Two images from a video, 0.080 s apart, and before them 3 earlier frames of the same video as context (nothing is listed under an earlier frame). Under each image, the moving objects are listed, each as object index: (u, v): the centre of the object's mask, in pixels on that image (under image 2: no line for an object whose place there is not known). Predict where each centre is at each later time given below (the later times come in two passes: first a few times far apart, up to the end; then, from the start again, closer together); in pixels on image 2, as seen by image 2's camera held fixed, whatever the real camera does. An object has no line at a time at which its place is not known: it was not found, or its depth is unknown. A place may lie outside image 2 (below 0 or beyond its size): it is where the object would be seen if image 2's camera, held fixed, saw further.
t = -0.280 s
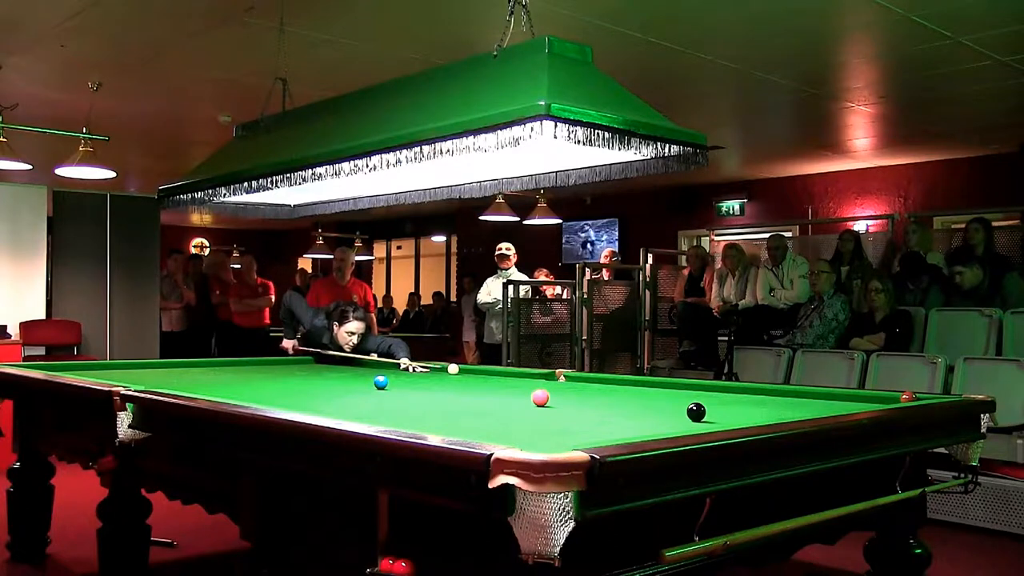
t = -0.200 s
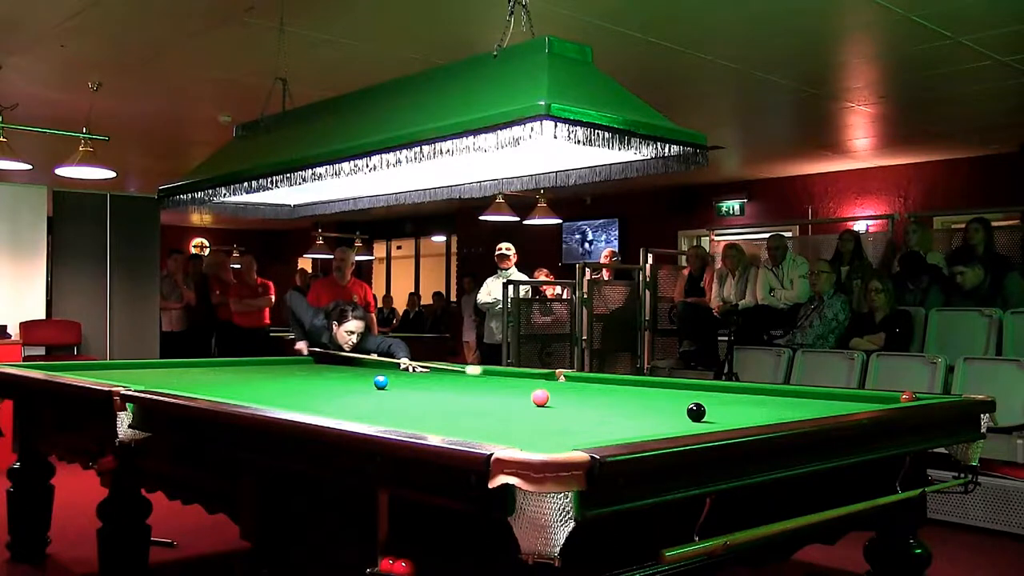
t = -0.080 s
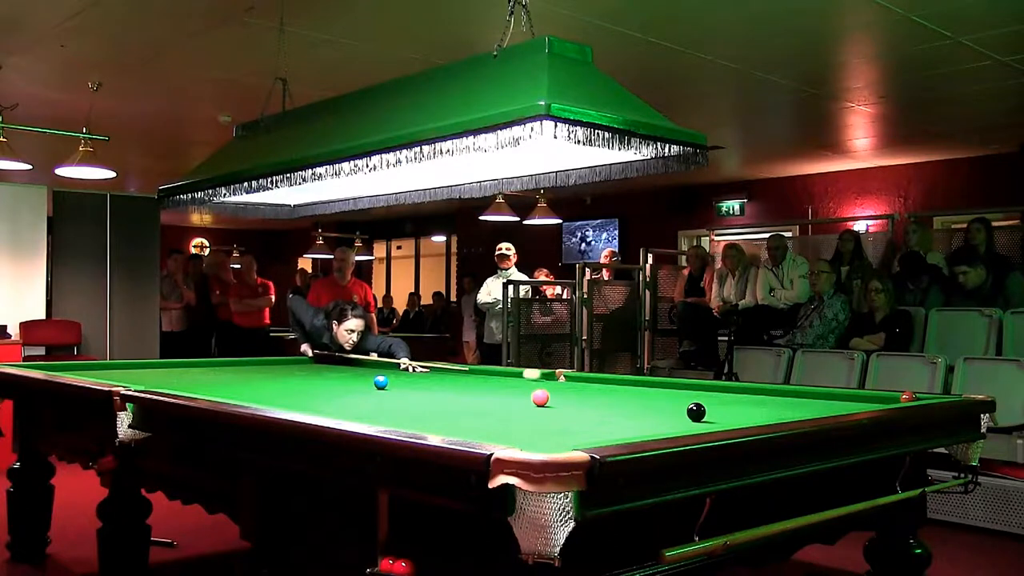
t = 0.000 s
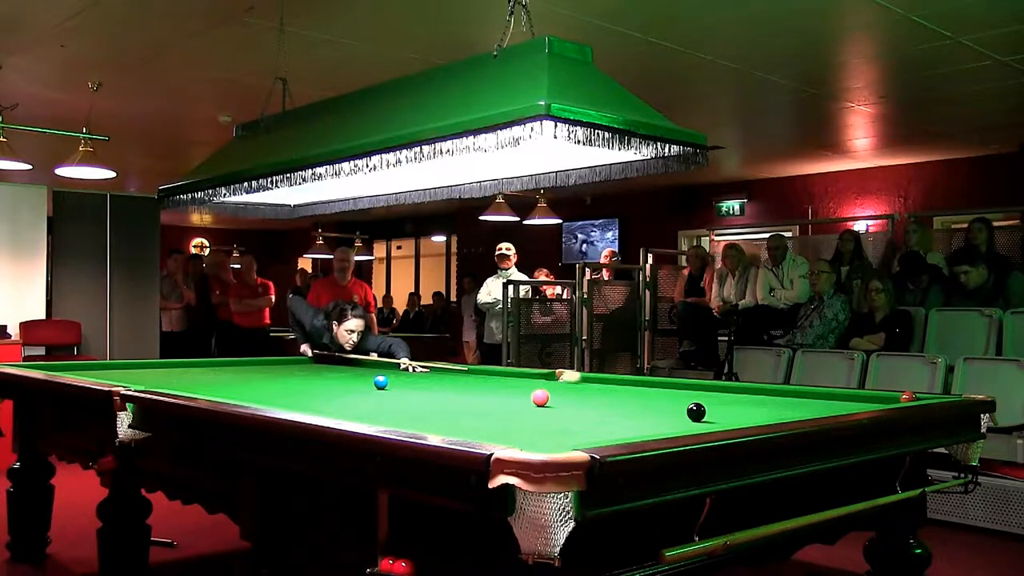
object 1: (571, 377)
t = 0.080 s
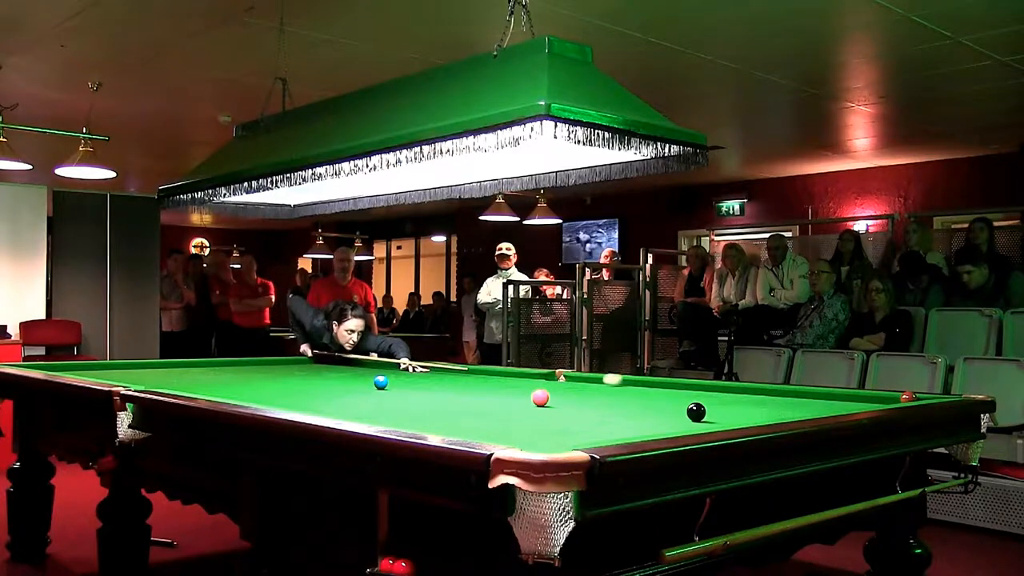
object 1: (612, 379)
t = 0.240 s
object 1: (704, 385)
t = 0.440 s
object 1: (839, 394)
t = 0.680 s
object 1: (903, 398)
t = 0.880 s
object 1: (924, 397)
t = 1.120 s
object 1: (896, 398)
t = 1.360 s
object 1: (870, 397)
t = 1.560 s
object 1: (851, 395)
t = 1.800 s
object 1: (829, 394)
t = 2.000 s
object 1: (812, 393)
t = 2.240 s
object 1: (794, 392)
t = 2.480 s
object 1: (778, 391)
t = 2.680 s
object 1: (765, 390)
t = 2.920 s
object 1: (753, 389)
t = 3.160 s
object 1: (741, 389)
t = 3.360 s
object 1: (734, 388)
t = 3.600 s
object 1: (725, 388)
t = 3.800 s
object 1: (719, 387)
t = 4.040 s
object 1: (713, 387)
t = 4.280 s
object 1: (708, 387)
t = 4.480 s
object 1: (705, 387)
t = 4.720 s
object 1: (703, 386)
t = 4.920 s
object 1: (702, 386)
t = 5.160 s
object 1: (702, 386)
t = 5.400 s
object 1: (702, 386)
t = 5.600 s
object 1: (702, 386)
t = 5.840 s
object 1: (702, 386)
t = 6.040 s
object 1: (702, 386)
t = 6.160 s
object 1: (702, 386)
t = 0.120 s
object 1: (633, 381)
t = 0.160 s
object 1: (656, 382)
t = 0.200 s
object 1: (680, 384)
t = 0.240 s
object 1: (704, 385)
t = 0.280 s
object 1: (729, 387)
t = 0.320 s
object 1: (756, 388)
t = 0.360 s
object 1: (782, 390)
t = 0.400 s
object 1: (810, 392)
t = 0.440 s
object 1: (839, 394)
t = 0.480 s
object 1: (869, 396)
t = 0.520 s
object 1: (892, 397)
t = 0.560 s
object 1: (893, 398)
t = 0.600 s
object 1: (895, 398)
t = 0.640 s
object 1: (898, 398)
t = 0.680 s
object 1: (903, 398)
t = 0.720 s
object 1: (909, 398)
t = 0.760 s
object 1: (916, 397)
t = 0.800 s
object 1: (924, 397)
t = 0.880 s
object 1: (924, 397)
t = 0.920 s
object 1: (919, 398)
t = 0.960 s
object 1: (914, 398)
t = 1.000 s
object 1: (910, 398)
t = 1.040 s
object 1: (905, 398)
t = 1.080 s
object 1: (900, 398)
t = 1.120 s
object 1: (896, 398)
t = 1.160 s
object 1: (891, 398)
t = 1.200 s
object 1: (887, 397)
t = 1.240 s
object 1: (883, 397)
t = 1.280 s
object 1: (878, 397)
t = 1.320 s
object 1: (874, 397)
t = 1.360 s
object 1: (870, 397)
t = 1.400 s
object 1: (866, 396)
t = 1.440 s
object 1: (863, 396)
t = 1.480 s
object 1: (859, 396)
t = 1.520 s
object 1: (855, 395)
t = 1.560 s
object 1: (851, 395)
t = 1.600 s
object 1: (847, 395)
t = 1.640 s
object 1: (843, 395)
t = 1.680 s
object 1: (840, 395)
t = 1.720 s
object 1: (836, 394)
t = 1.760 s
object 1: (833, 394)
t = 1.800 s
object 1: (829, 394)
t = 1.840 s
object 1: (825, 394)
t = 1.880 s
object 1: (822, 394)
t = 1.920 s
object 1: (818, 393)
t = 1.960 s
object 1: (815, 393)
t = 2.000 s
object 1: (812, 393)
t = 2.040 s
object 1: (808, 393)
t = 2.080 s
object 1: (805, 392)
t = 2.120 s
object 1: (802, 392)
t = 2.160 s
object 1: (799, 392)
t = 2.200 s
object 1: (797, 392)
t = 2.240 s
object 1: (794, 392)
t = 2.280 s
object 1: (791, 392)
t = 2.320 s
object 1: (788, 391)
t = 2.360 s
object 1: (786, 391)
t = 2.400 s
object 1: (783, 391)
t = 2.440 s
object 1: (780, 391)
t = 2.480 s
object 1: (778, 391)
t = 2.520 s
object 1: (775, 391)
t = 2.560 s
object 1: (772, 390)
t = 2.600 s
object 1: (770, 390)
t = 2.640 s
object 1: (768, 390)
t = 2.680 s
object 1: (765, 390)
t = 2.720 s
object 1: (763, 390)
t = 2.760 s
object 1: (761, 390)
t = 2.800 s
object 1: (759, 390)
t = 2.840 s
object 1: (757, 389)
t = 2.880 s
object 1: (755, 389)
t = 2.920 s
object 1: (753, 389)
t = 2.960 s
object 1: (751, 389)
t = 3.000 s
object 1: (749, 389)
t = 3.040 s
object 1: (747, 389)
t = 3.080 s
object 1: (745, 389)
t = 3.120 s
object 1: (744, 389)
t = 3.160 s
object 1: (741, 389)
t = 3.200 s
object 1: (740, 389)
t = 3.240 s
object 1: (738, 388)
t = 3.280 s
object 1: (737, 388)
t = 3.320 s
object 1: (735, 388)
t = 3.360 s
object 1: (734, 388)
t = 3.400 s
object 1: (732, 388)
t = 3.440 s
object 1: (731, 388)
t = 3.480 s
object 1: (729, 388)
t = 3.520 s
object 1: (727, 388)
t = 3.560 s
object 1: (726, 388)
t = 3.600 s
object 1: (725, 388)
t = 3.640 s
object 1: (724, 388)
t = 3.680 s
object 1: (723, 387)
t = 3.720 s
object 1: (721, 388)
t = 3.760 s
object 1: (720, 388)
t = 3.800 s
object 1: (719, 387)
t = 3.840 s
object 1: (718, 387)
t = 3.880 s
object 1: (717, 387)
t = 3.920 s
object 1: (716, 387)
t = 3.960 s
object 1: (715, 387)
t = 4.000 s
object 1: (714, 387)
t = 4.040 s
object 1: (713, 387)
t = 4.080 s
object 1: (712, 387)
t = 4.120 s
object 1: (711, 387)
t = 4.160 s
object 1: (710, 387)
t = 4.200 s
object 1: (710, 387)
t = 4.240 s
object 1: (709, 387)
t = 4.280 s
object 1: (708, 387)
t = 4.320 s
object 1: (708, 387)
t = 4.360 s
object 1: (707, 387)
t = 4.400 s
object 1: (706, 387)
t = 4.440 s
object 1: (705, 386)
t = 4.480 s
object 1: (705, 387)
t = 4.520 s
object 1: (705, 386)
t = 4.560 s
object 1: (704, 386)
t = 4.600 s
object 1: (704, 386)
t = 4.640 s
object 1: (703, 386)
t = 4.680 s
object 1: (703, 386)
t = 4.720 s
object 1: (703, 386)
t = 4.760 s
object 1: (703, 386)
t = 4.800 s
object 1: (702, 386)
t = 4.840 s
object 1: (702, 386)
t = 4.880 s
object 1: (702, 386)
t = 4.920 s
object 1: (702, 386)
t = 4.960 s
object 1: (702, 386)
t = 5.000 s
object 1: (702, 386)
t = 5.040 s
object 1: (702, 386)
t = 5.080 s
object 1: (702, 386)
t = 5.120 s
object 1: (702, 386)
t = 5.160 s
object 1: (702, 386)
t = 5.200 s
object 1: (702, 386)
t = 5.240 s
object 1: (702, 386)
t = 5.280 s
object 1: (702, 386)
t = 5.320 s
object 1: (702, 386)
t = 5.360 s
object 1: (702, 386)
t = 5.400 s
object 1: (702, 386)
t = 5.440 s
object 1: (702, 386)
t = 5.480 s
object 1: (702, 386)
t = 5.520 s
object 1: (702, 386)
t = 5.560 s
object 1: (702, 386)
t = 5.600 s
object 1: (702, 386)
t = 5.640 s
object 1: (702, 386)
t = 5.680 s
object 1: (702, 386)
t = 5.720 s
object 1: (702, 386)
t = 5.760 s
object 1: (702, 386)
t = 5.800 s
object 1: (702, 386)
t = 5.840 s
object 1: (702, 386)
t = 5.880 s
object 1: (702, 386)
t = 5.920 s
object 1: (702, 386)
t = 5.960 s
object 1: (702, 386)
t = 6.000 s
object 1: (702, 386)
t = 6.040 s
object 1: (702, 386)
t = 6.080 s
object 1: (702, 386)
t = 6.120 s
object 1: (702, 386)
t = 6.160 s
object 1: (702, 386)
